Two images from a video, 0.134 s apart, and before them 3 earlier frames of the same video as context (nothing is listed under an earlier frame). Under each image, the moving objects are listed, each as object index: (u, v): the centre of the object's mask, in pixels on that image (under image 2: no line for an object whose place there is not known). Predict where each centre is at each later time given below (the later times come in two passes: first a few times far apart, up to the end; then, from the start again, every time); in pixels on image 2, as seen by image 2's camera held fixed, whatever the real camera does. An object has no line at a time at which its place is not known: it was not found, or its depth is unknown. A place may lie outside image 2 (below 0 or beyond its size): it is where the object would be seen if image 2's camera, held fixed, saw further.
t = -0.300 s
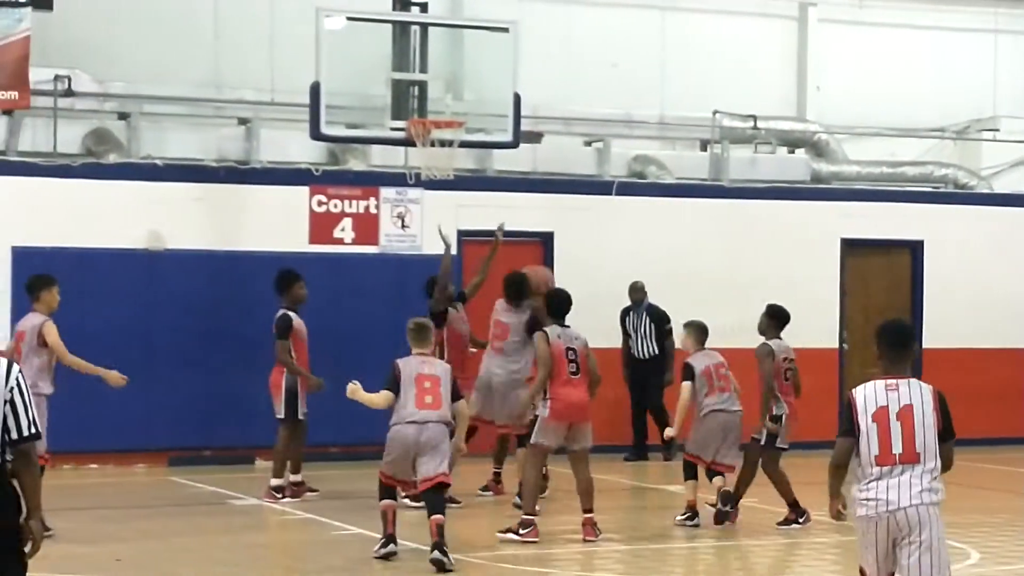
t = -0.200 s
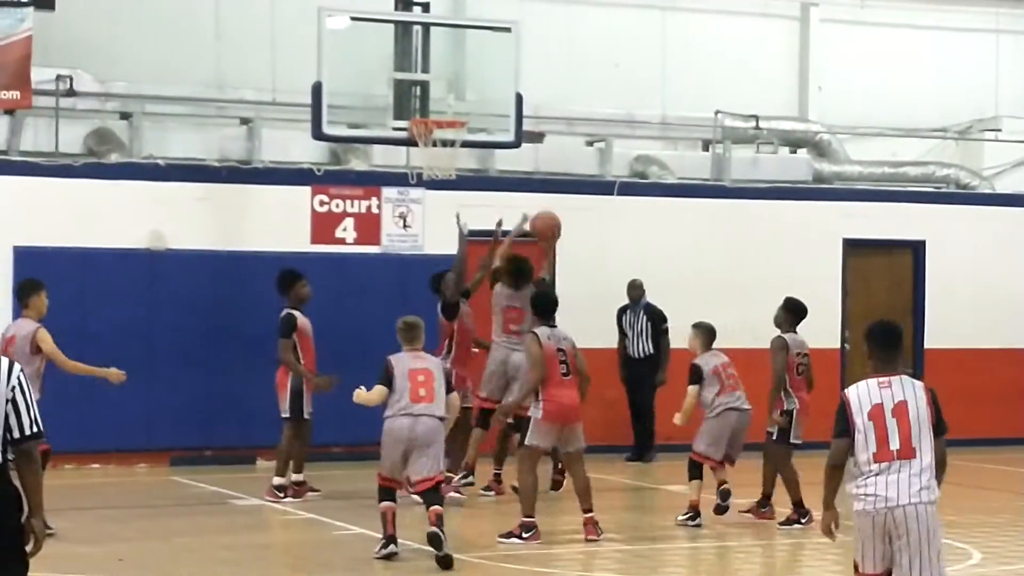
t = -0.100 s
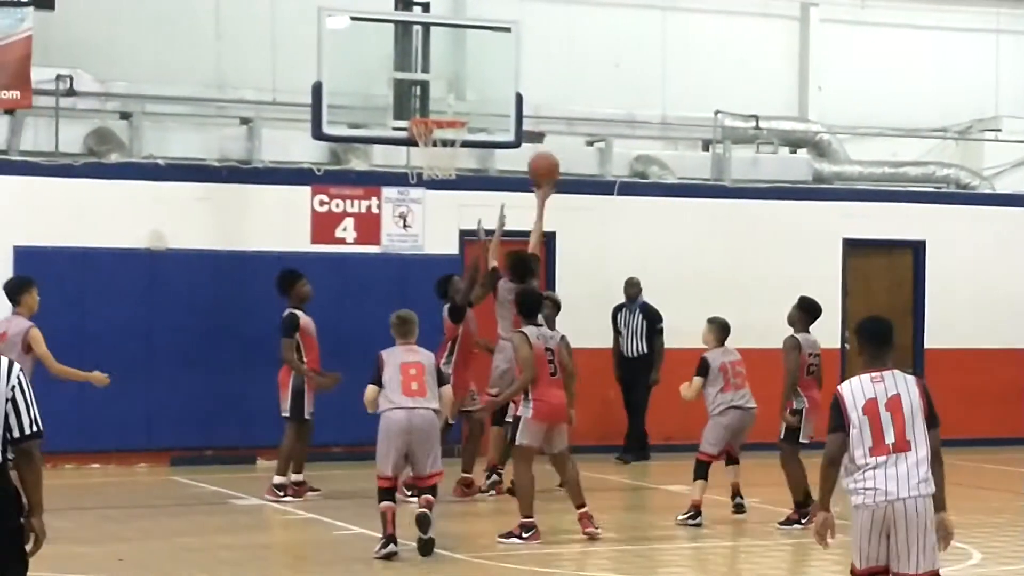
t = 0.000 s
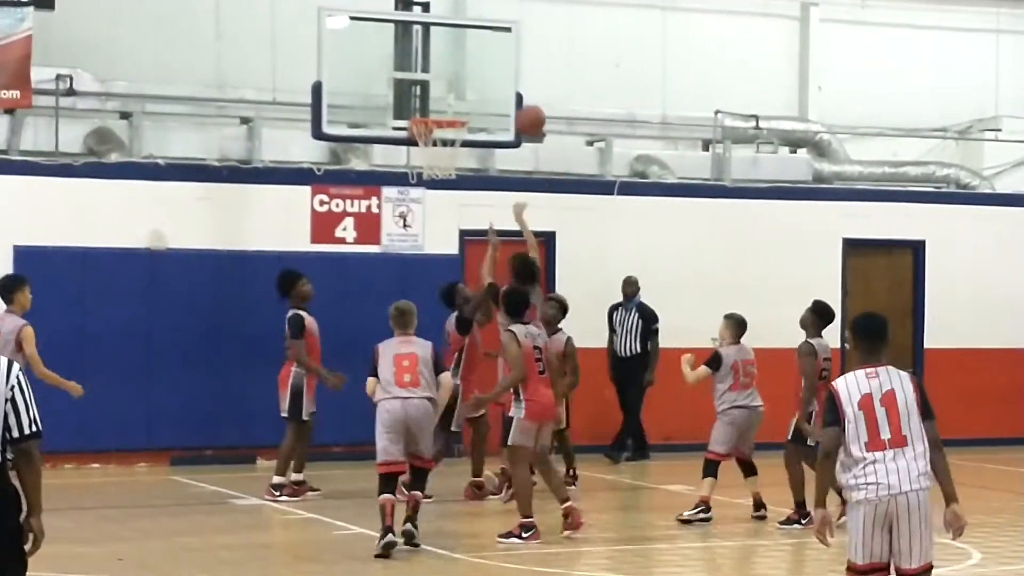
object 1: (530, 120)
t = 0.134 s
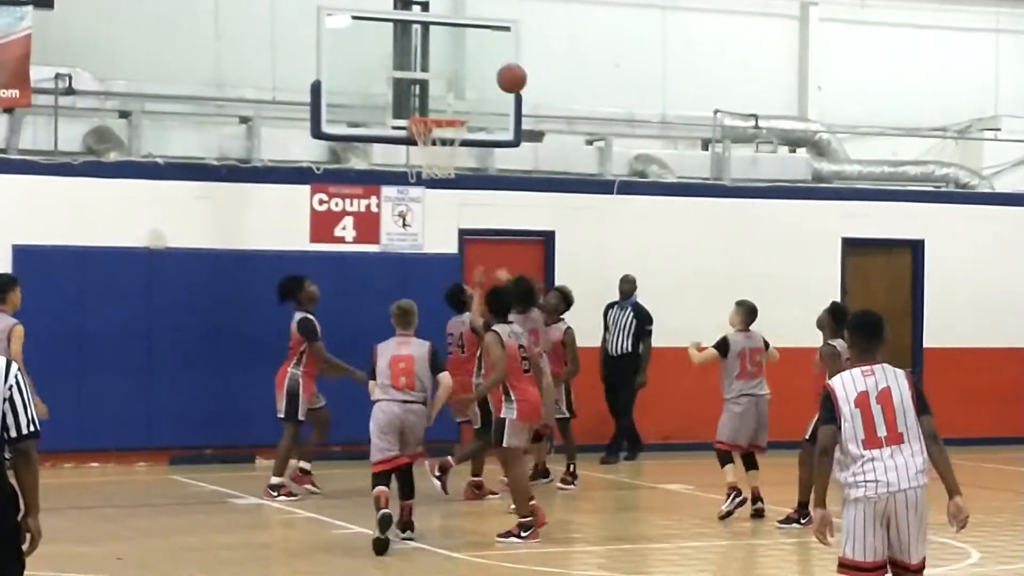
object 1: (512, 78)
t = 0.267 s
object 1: (495, 60)
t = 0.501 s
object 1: (466, 80)
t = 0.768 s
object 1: (430, 82)
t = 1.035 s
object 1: (387, 100)
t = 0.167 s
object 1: (507, 72)
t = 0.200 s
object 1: (503, 66)
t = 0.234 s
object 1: (499, 63)
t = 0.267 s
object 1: (495, 60)
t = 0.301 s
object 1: (490, 59)
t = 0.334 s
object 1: (486, 59)
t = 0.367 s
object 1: (482, 61)
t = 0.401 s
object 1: (478, 64)
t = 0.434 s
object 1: (474, 68)
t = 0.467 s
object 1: (470, 73)
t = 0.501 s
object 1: (466, 80)
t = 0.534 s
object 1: (462, 88)
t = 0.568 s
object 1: (458, 97)
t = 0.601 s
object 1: (455, 107)
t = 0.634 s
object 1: (450, 104)
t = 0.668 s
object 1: (445, 97)
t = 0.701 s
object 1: (440, 90)
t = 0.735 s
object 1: (435, 86)
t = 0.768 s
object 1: (430, 82)
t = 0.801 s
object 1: (424, 80)
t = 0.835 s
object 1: (418, 79)
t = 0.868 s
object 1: (414, 80)
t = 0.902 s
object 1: (408, 81)
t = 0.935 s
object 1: (403, 84)
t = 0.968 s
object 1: (398, 88)
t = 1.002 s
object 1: (393, 94)
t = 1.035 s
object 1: (387, 100)
